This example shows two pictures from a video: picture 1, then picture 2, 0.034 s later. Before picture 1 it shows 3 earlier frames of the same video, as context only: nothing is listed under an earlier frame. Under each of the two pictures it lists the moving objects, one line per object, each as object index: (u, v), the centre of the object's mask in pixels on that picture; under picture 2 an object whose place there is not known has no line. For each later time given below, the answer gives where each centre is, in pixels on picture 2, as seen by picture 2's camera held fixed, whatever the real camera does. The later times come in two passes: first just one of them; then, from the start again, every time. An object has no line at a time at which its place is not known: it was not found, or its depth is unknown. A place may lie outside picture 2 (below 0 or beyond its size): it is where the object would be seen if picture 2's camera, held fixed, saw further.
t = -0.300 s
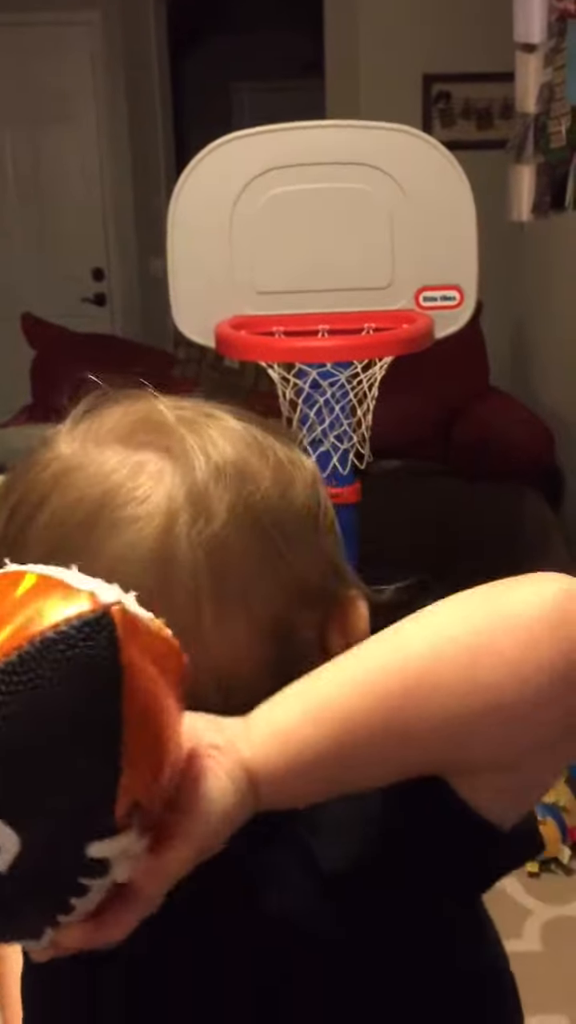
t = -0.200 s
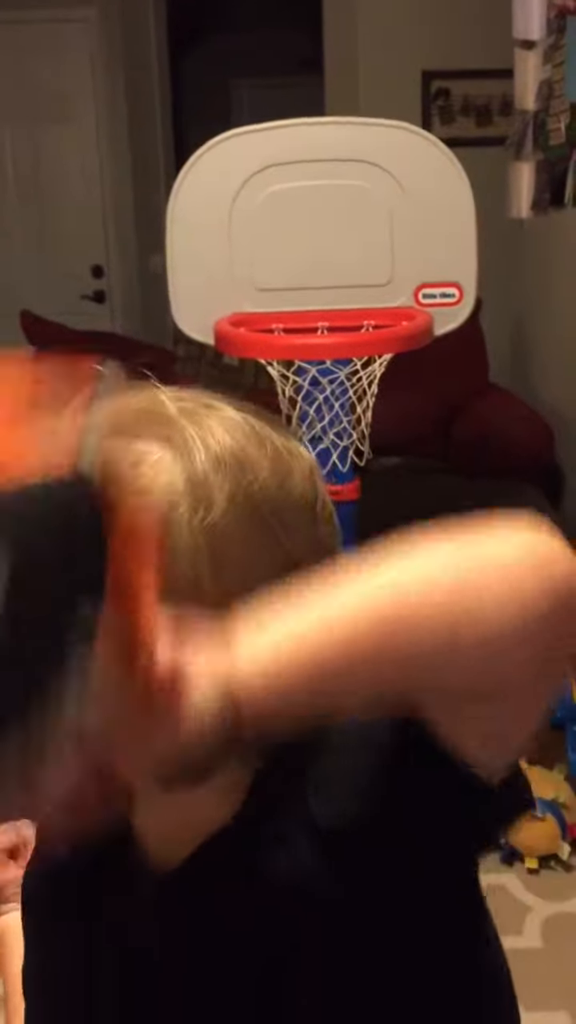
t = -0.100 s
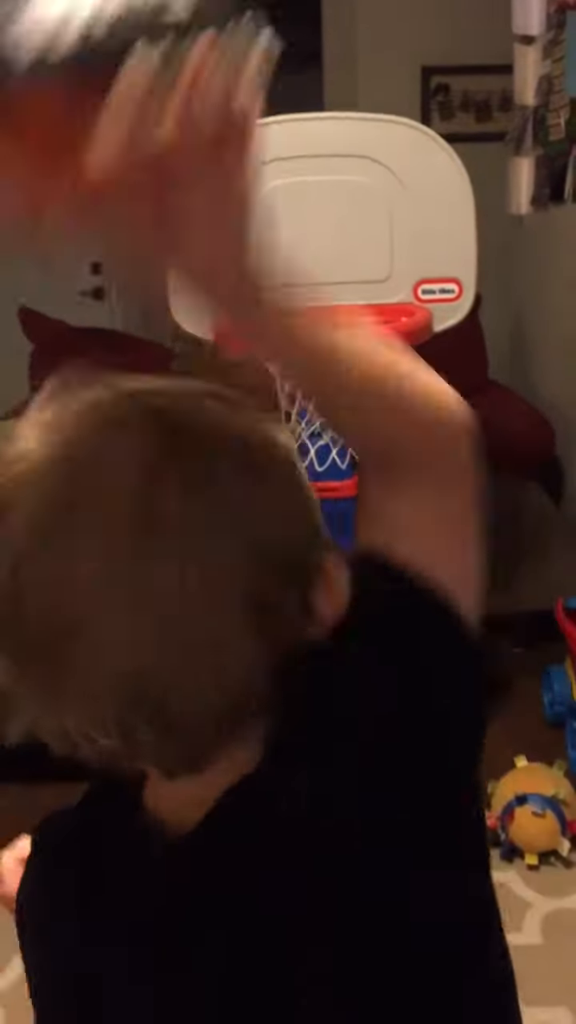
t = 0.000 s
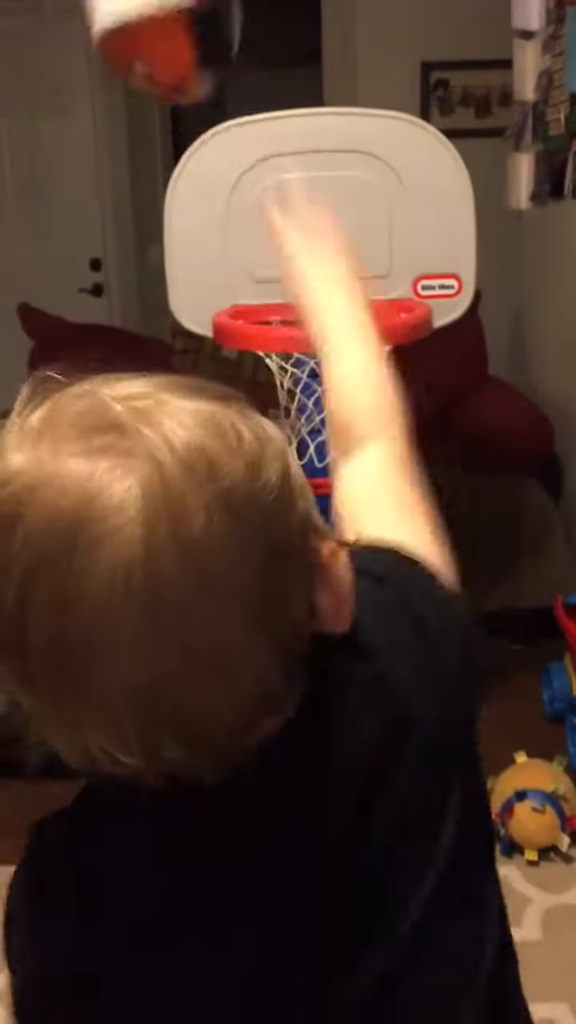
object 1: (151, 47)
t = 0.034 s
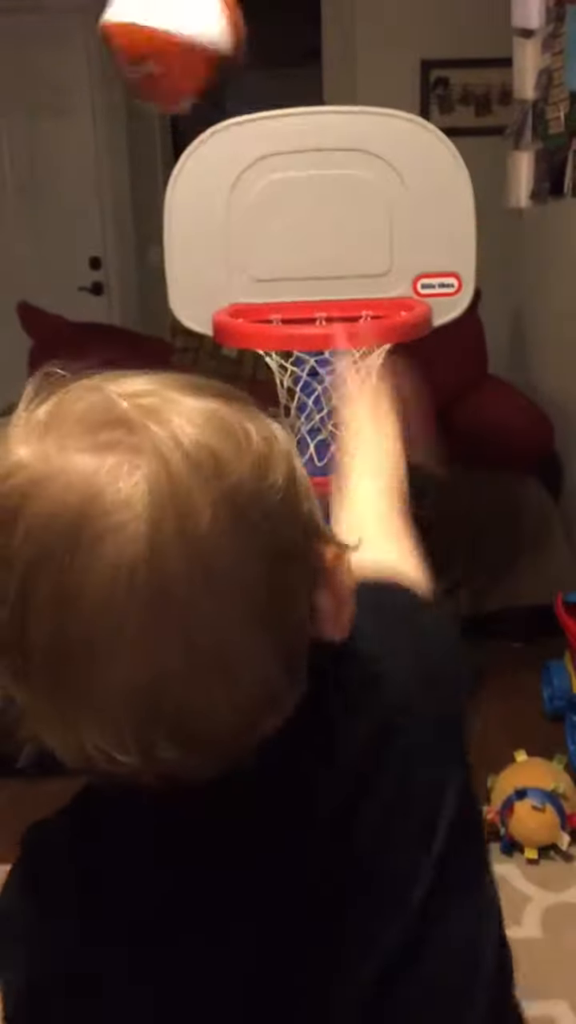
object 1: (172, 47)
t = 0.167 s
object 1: (204, 177)
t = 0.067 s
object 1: (184, 64)
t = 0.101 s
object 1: (192, 94)
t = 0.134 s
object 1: (198, 132)
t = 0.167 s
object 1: (204, 177)
